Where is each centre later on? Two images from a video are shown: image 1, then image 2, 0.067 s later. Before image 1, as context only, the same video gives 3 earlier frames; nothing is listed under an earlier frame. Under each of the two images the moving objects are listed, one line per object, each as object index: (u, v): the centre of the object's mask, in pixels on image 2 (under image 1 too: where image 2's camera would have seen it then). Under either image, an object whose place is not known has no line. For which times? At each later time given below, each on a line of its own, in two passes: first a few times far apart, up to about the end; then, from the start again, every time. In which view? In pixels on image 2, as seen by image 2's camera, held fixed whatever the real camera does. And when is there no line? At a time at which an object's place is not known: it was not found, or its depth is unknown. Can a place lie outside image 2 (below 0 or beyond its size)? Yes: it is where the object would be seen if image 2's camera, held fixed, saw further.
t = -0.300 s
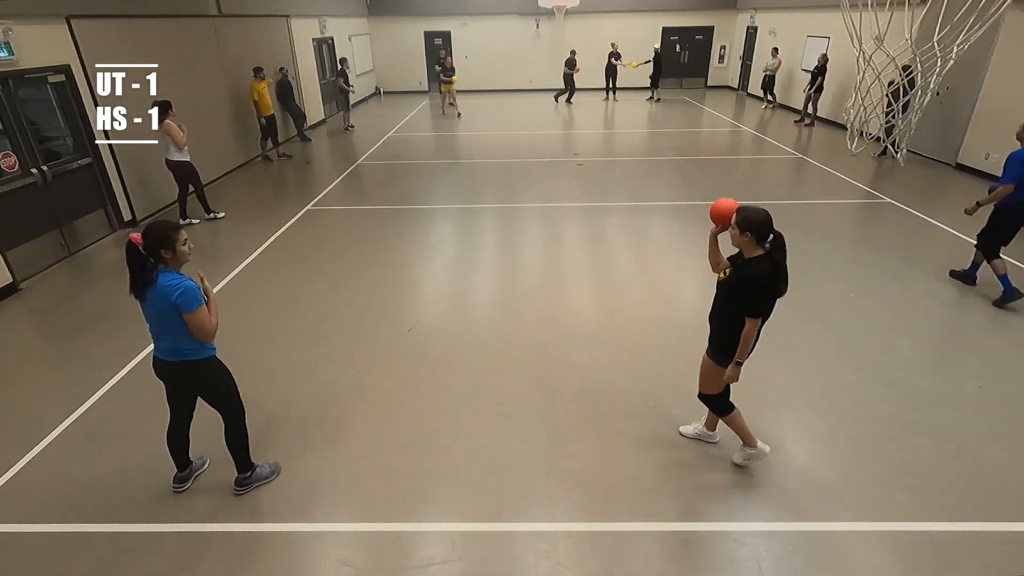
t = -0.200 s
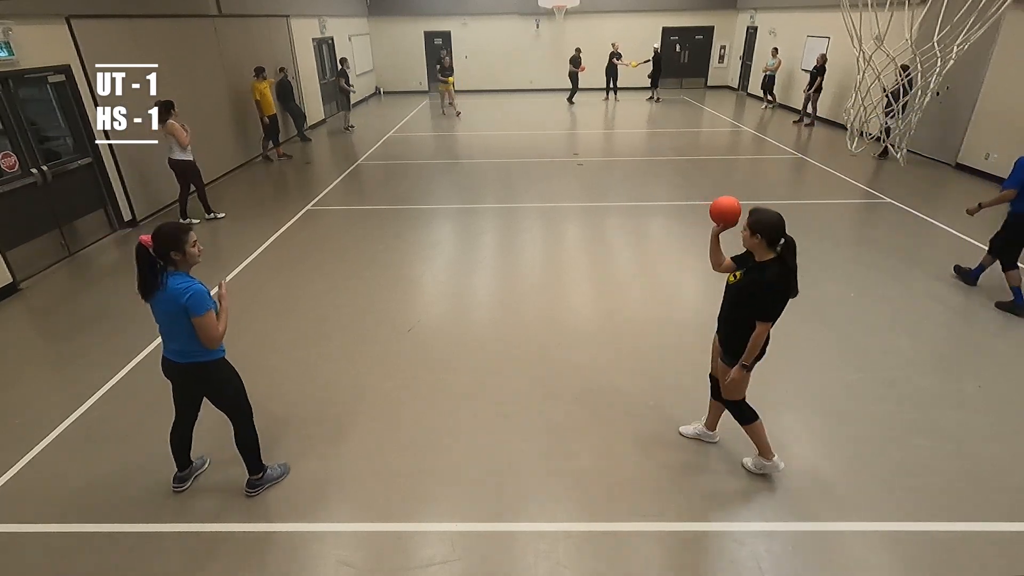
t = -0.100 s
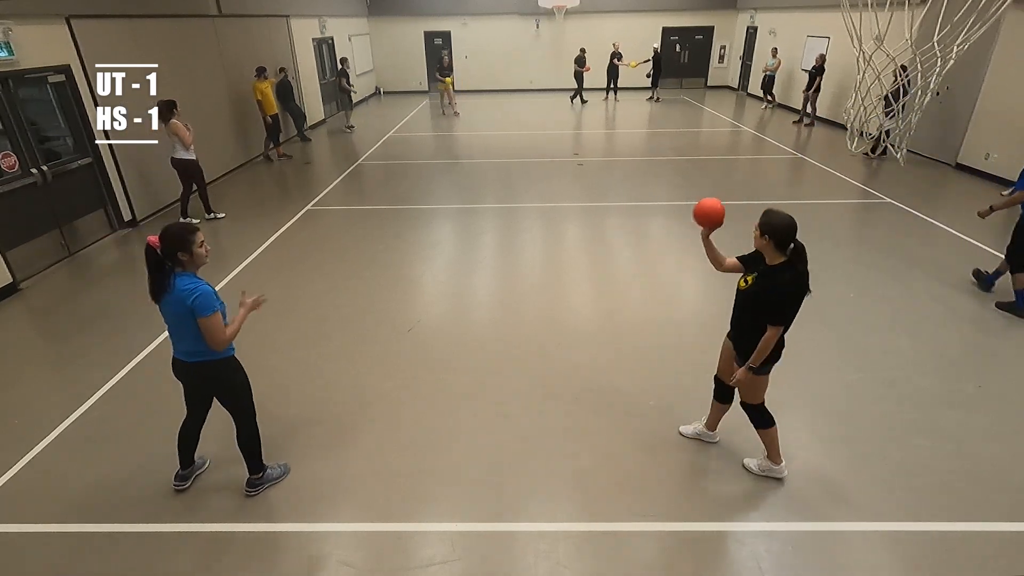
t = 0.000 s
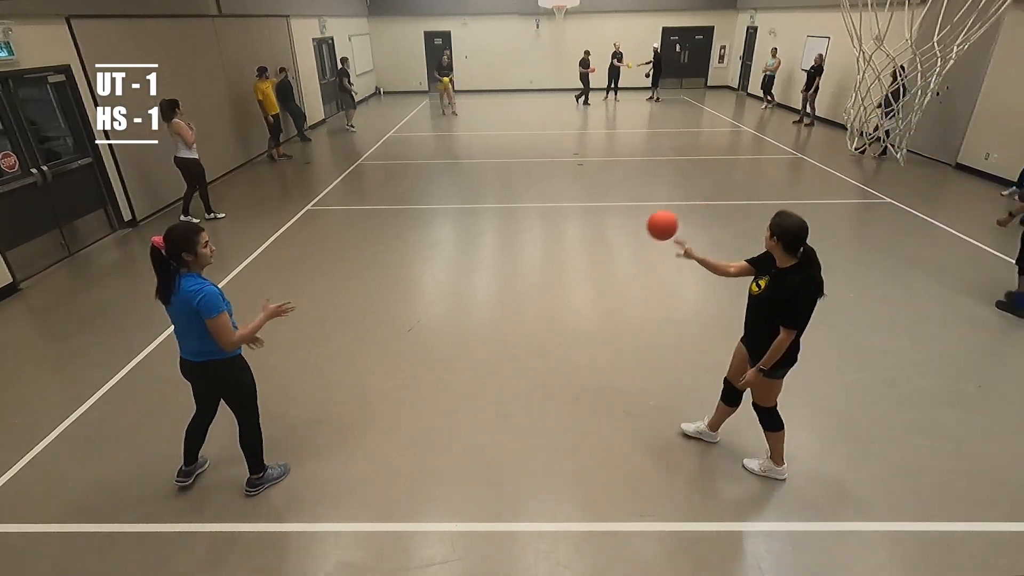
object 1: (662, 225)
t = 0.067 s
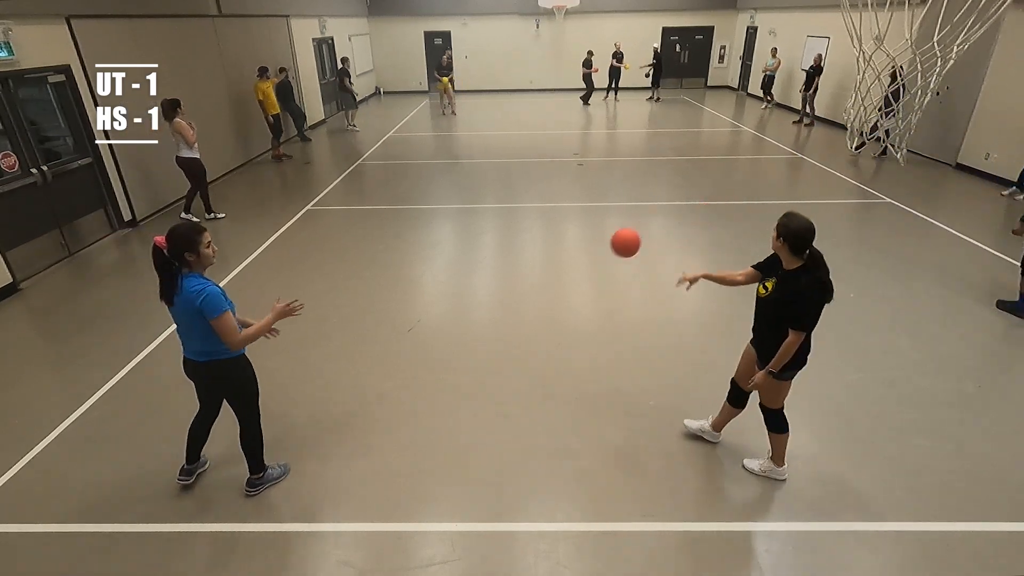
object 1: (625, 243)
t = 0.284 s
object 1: (517, 337)
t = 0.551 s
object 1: (430, 399)
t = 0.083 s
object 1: (616, 248)
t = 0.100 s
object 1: (607, 254)
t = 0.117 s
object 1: (599, 260)
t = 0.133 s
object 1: (590, 266)
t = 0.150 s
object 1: (581, 273)
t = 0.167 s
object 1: (573, 280)
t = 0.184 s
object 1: (564, 287)
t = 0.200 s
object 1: (556, 295)
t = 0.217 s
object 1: (548, 303)
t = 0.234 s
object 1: (540, 311)
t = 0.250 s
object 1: (532, 320)
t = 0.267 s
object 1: (524, 328)
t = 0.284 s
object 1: (517, 337)
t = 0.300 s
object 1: (509, 346)
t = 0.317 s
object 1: (502, 355)
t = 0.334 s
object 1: (495, 365)
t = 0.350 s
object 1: (488, 374)
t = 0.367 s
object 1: (481, 384)
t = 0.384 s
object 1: (475, 394)
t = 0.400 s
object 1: (468, 404)
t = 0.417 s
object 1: (462, 414)
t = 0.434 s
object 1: (456, 424)
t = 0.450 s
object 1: (450, 434)
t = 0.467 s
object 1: (447, 430)
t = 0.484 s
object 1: (443, 422)
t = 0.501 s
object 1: (440, 416)
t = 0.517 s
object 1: (437, 410)
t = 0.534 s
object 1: (433, 405)
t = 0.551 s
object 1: (430, 399)
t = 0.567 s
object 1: (427, 395)
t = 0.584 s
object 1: (423, 390)
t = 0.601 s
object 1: (420, 386)
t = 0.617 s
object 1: (417, 382)
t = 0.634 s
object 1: (414, 378)
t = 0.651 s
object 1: (411, 375)
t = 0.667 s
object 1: (407, 372)
